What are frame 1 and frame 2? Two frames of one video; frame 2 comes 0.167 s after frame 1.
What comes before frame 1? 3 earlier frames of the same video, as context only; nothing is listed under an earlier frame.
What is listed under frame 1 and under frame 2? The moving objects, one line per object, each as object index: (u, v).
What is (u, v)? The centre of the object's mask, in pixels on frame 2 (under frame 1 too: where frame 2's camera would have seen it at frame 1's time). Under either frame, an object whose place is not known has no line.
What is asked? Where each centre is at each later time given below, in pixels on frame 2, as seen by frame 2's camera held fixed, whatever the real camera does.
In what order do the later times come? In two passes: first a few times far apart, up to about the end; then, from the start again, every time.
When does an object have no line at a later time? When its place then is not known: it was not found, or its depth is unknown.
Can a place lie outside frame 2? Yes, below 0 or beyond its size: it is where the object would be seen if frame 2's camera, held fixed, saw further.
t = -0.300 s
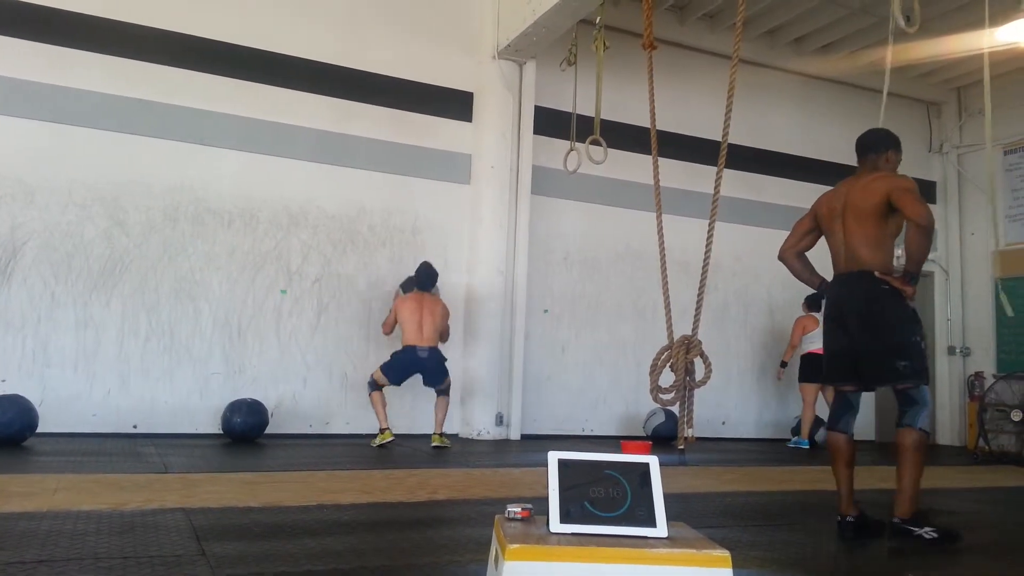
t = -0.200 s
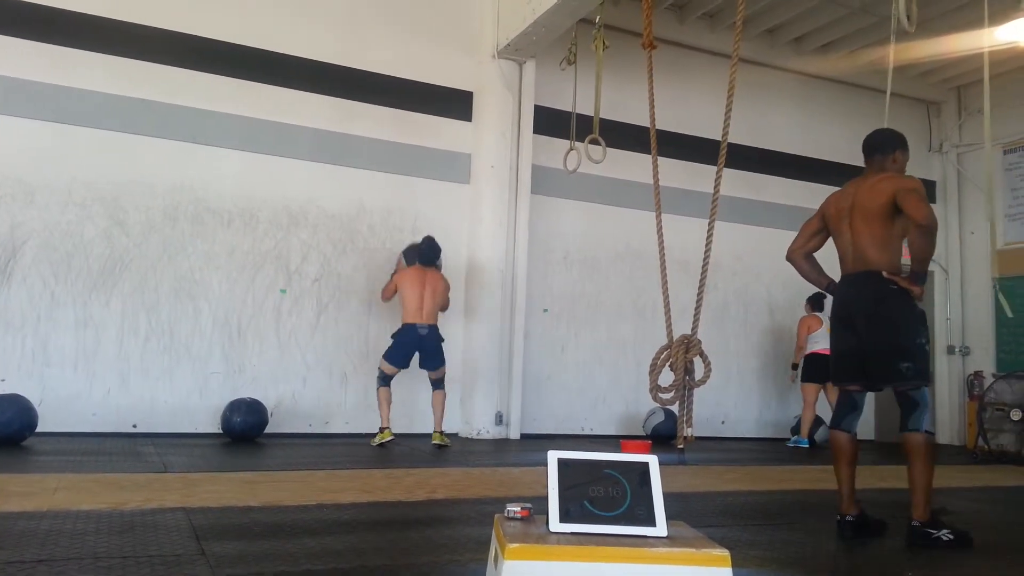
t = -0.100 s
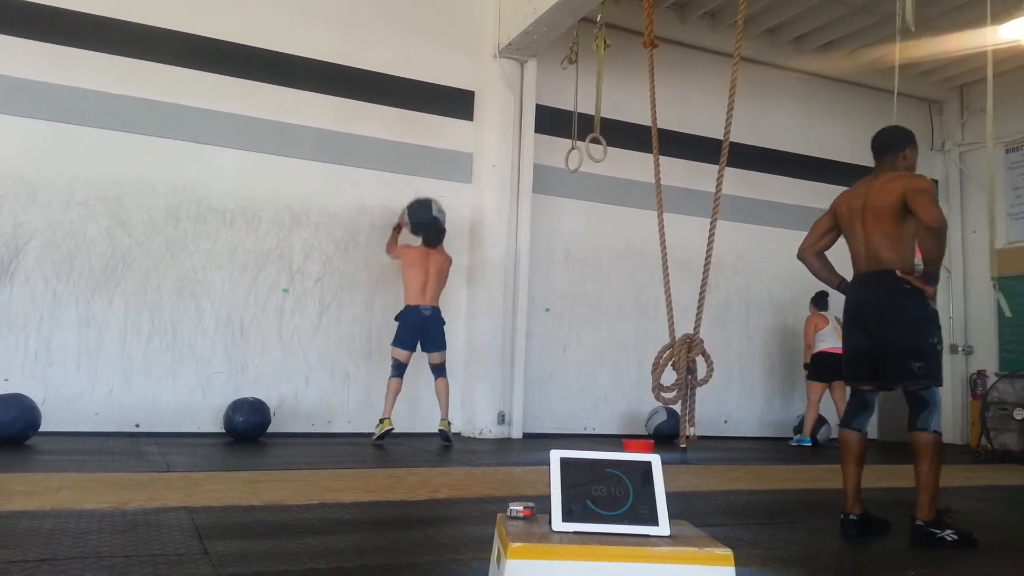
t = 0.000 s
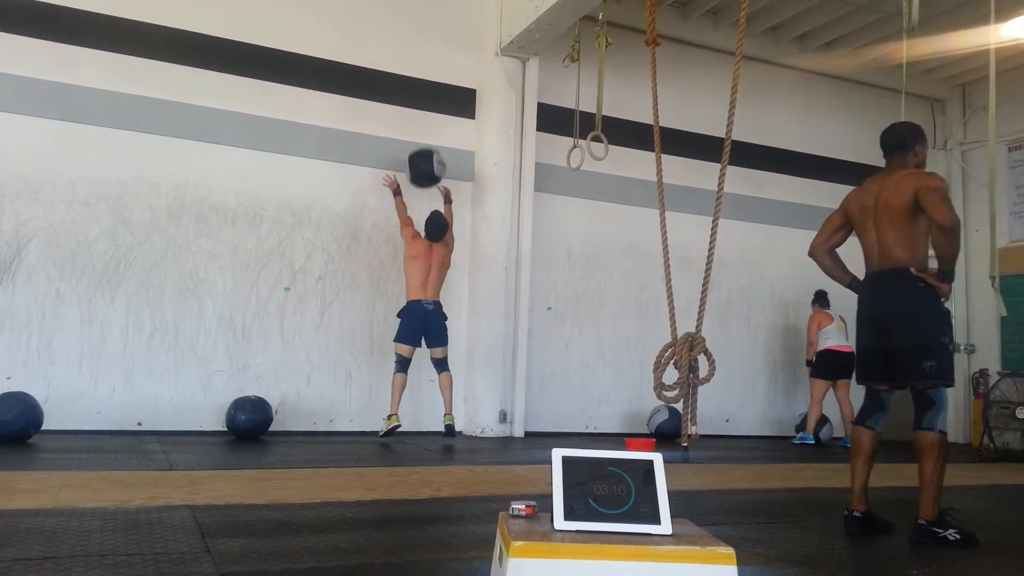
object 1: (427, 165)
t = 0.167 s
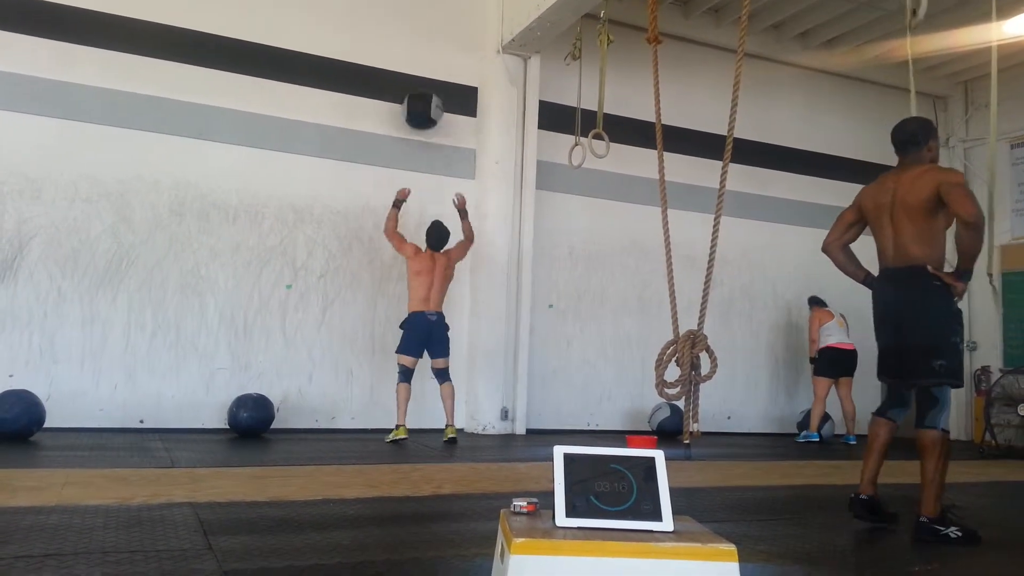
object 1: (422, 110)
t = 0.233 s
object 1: (420, 96)
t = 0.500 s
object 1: (420, 83)
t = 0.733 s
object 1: (423, 131)
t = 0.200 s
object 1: (421, 103)
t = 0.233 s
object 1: (420, 96)
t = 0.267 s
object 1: (419, 90)
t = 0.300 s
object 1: (418, 87)
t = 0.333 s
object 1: (418, 85)
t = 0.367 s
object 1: (419, 82)
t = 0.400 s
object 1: (419, 81)
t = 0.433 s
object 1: (420, 80)
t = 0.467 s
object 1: (420, 81)
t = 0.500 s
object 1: (420, 83)
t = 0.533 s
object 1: (420, 86)
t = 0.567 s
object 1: (421, 90)
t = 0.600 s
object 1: (422, 97)
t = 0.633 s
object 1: (422, 104)
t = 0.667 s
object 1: (423, 112)
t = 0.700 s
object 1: (423, 121)
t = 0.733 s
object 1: (423, 131)
